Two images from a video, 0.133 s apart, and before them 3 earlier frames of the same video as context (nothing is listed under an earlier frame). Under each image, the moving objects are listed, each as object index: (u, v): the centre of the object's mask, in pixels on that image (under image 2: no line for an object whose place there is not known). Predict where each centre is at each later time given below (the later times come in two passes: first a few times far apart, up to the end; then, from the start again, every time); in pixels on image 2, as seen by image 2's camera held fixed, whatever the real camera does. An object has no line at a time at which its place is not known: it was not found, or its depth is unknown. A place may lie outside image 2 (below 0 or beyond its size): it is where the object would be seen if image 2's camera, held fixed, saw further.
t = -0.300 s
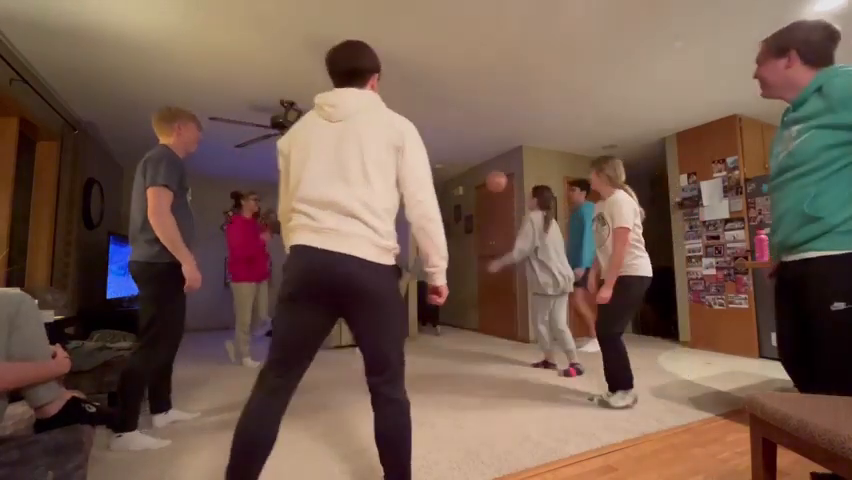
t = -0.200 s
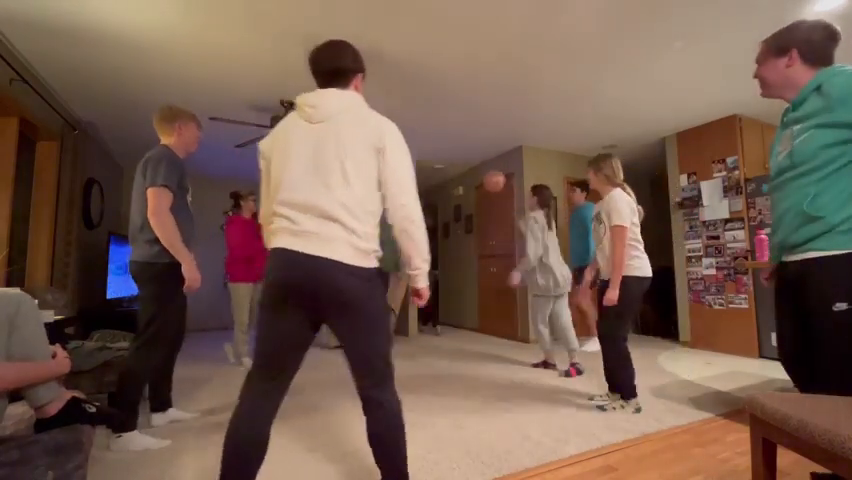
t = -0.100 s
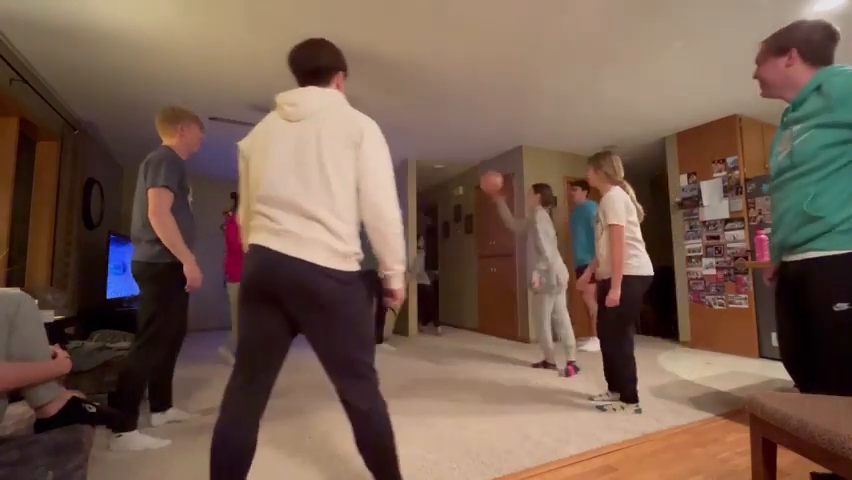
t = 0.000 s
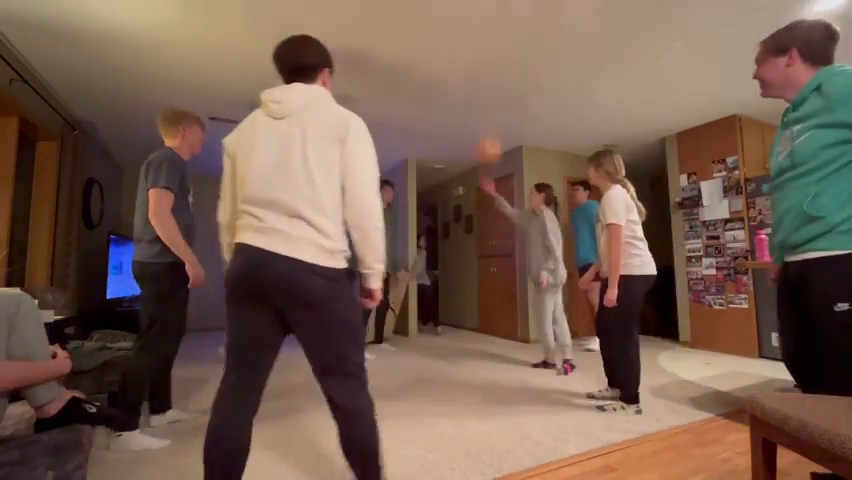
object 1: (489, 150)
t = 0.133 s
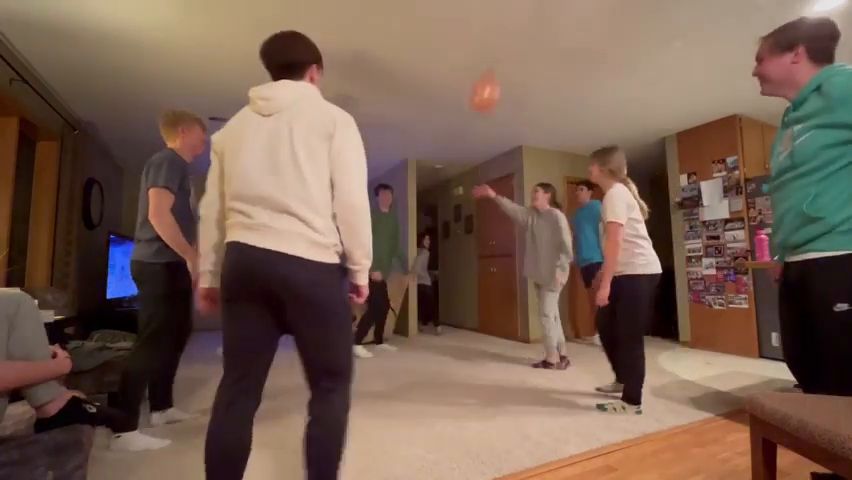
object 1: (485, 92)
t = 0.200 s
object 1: (492, 74)
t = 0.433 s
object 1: (516, 52)
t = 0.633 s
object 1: (517, 60)
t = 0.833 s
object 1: (508, 80)
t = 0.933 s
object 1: (504, 94)
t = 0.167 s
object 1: (488, 82)
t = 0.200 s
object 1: (492, 74)
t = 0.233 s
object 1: (496, 67)
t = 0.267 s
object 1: (501, 62)
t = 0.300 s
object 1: (505, 58)
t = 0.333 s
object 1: (509, 55)
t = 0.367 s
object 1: (512, 54)
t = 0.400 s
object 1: (514, 53)
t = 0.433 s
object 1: (516, 52)
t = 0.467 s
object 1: (517, 52)
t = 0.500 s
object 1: (518, 52)
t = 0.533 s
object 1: (518, 54)
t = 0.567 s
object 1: (519, 55)
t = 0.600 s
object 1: (518, 57)
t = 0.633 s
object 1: (517, 60)
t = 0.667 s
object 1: (516, 62)
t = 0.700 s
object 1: (515, 65)
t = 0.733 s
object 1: (514, 69)
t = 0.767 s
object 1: (512, 72)
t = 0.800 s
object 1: (510, 76)
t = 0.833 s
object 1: (508, 80)
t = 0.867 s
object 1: (507, 84)
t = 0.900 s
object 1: (506, 89)
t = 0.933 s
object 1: (504, 94)
